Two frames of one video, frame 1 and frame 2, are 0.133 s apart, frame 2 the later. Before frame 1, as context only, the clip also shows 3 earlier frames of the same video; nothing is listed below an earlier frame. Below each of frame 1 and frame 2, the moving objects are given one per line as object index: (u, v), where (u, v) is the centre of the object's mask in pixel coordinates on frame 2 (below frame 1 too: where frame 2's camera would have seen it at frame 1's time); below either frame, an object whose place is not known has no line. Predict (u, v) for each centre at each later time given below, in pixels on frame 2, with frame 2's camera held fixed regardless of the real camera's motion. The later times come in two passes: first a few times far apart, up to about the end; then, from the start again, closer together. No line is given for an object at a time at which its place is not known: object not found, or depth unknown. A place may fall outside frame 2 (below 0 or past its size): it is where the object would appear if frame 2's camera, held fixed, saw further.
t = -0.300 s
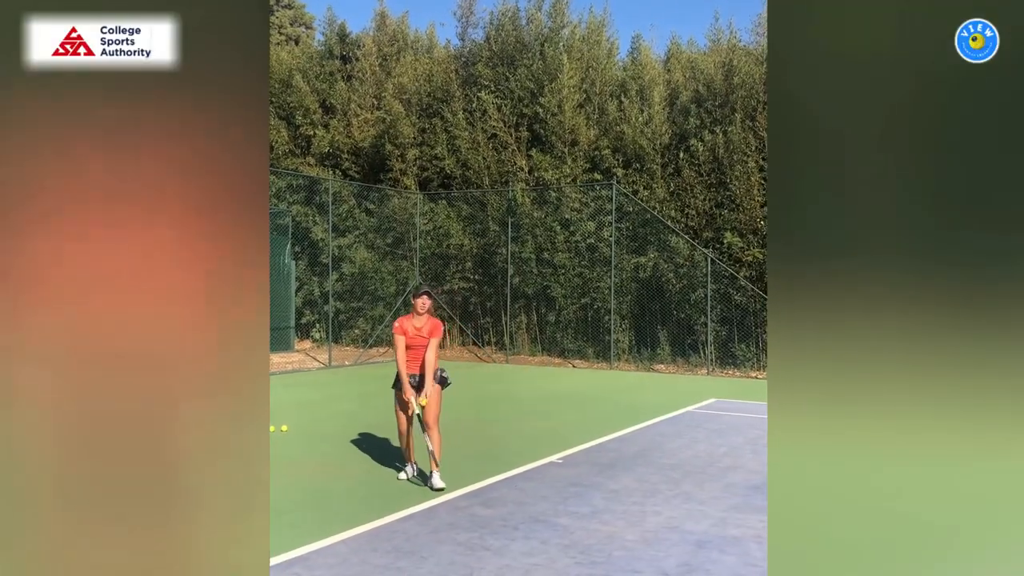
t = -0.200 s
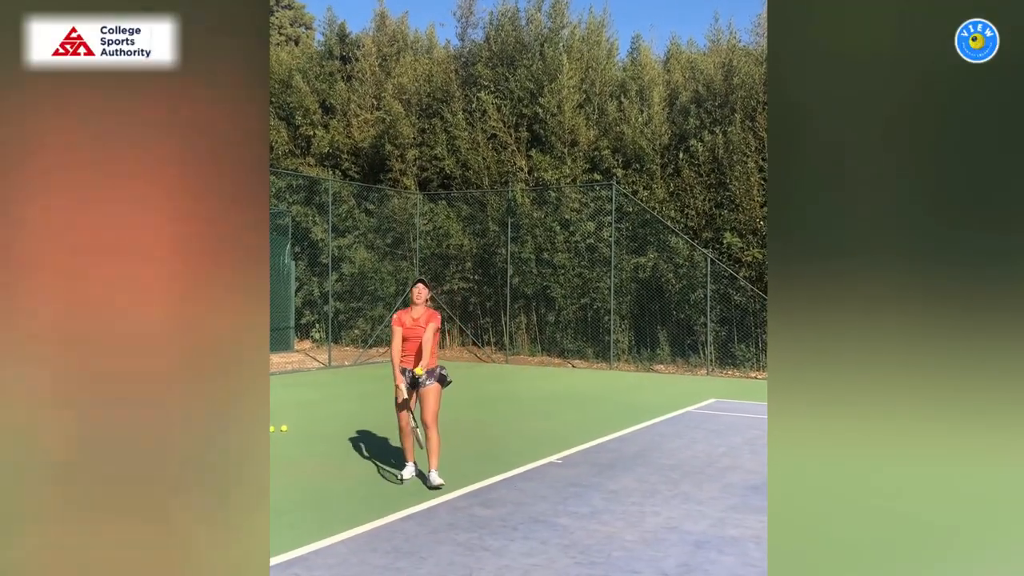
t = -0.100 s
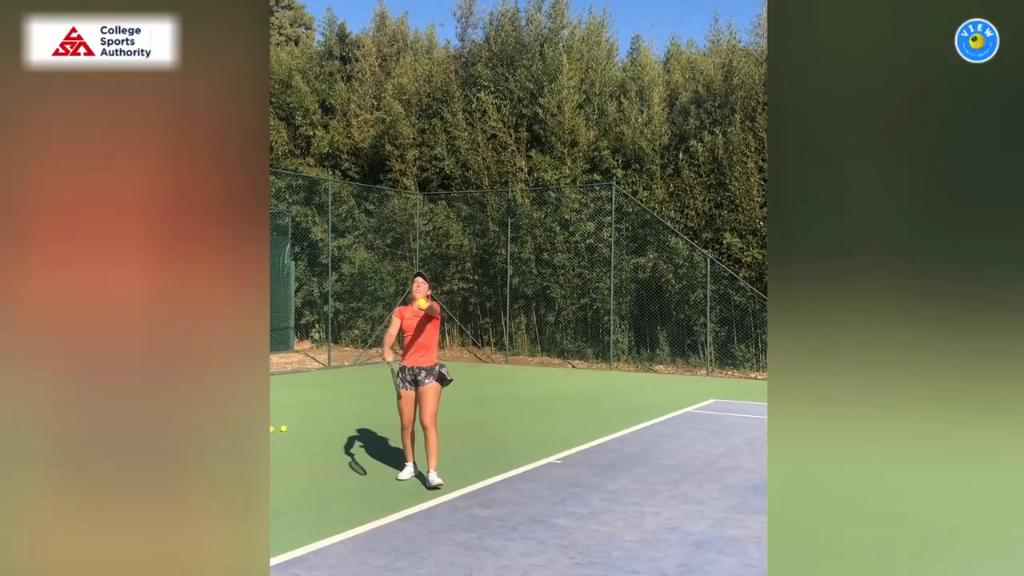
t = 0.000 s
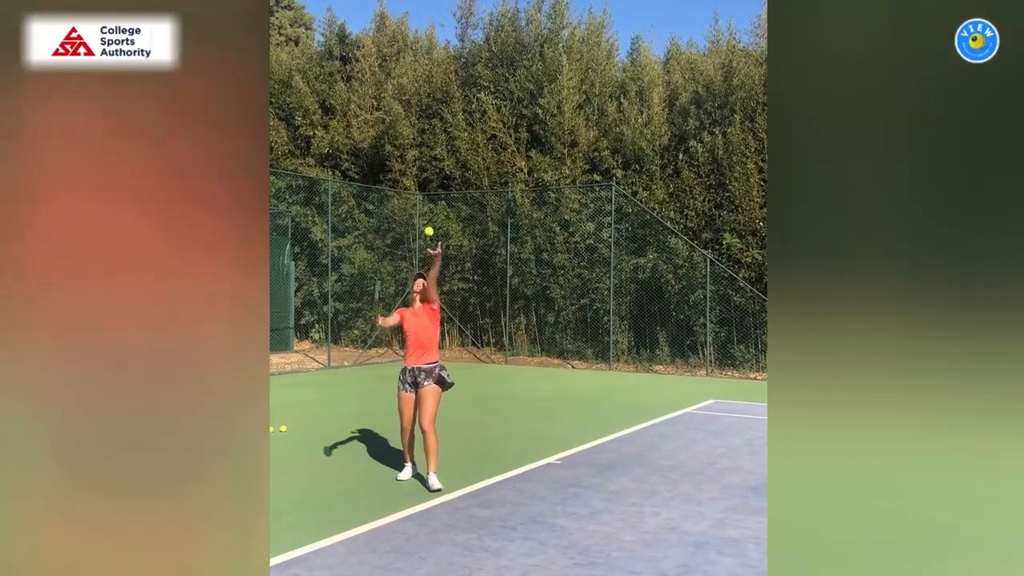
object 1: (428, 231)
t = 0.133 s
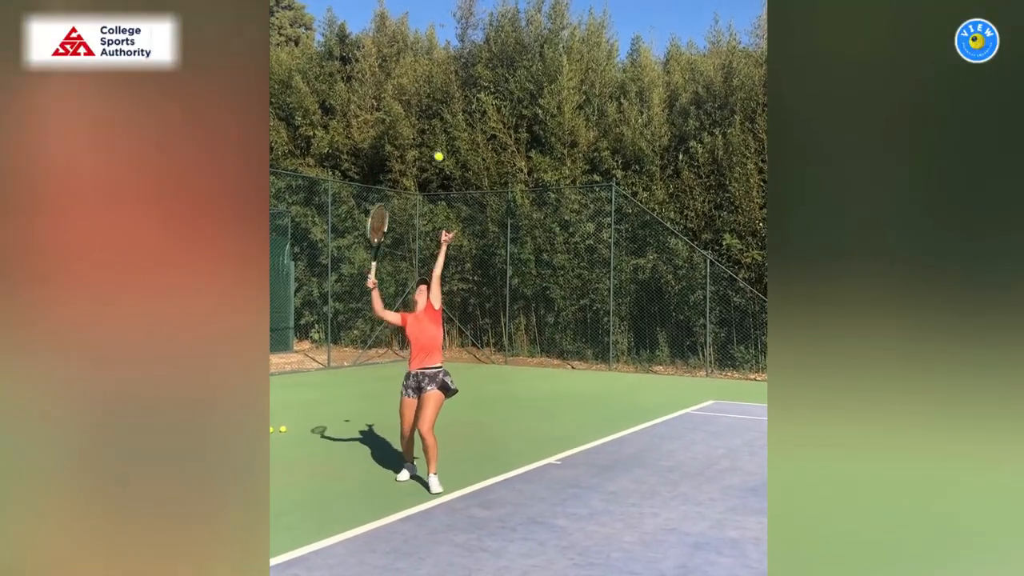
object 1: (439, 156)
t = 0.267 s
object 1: (448, 105)
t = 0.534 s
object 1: (466, 75)
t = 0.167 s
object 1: (440, 141)
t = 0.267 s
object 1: (448, 105)
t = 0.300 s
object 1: (450, 96)
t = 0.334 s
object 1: (452, 89)
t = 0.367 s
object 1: (454, 82)
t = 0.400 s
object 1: (457, 78)
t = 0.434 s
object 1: (458, 75)
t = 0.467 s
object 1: (461, 73)
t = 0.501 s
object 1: (464, 73)
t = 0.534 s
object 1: (466, 75)
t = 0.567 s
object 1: (468, 77)
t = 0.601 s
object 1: (471, 82)
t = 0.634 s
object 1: (472, 87)
